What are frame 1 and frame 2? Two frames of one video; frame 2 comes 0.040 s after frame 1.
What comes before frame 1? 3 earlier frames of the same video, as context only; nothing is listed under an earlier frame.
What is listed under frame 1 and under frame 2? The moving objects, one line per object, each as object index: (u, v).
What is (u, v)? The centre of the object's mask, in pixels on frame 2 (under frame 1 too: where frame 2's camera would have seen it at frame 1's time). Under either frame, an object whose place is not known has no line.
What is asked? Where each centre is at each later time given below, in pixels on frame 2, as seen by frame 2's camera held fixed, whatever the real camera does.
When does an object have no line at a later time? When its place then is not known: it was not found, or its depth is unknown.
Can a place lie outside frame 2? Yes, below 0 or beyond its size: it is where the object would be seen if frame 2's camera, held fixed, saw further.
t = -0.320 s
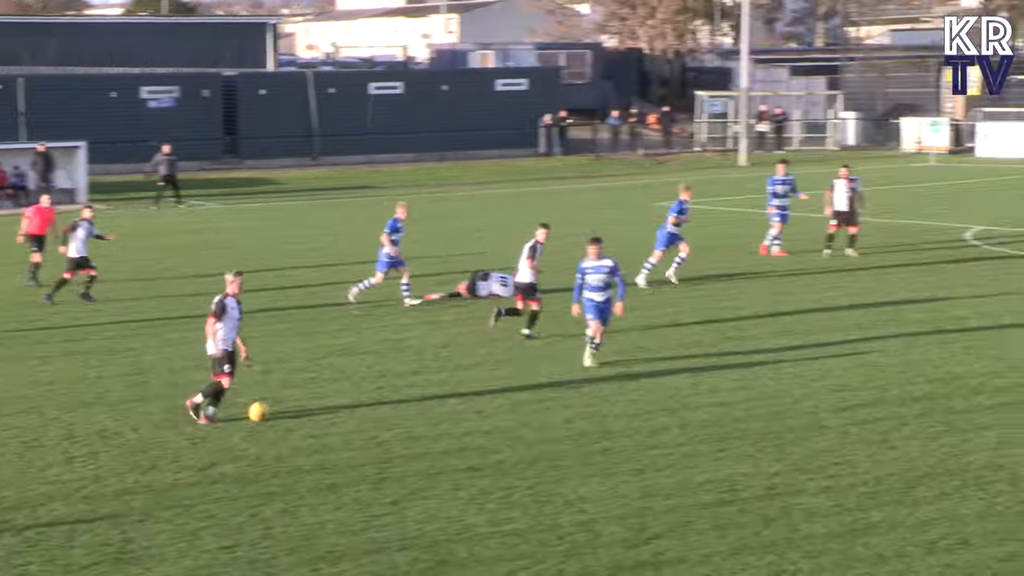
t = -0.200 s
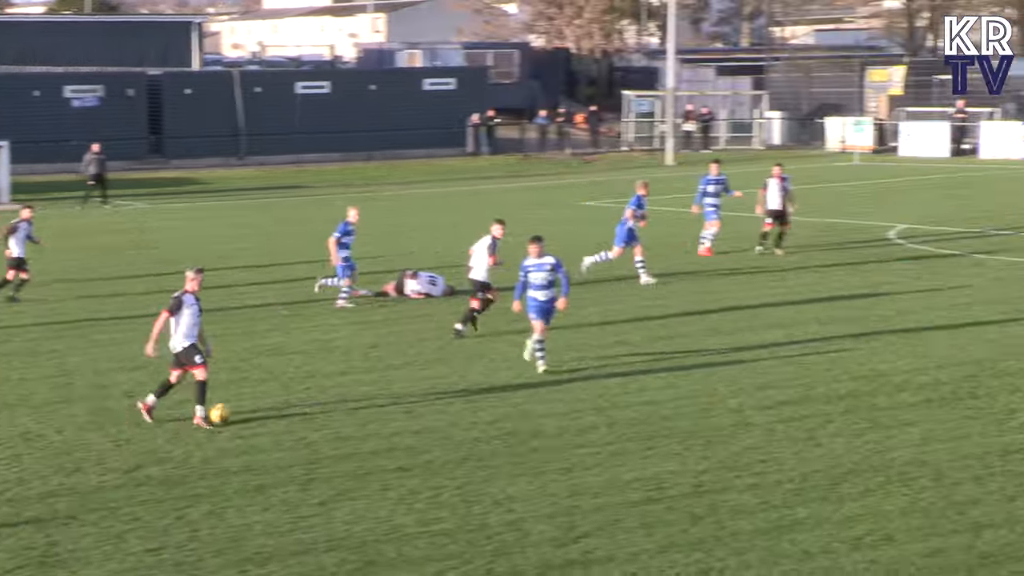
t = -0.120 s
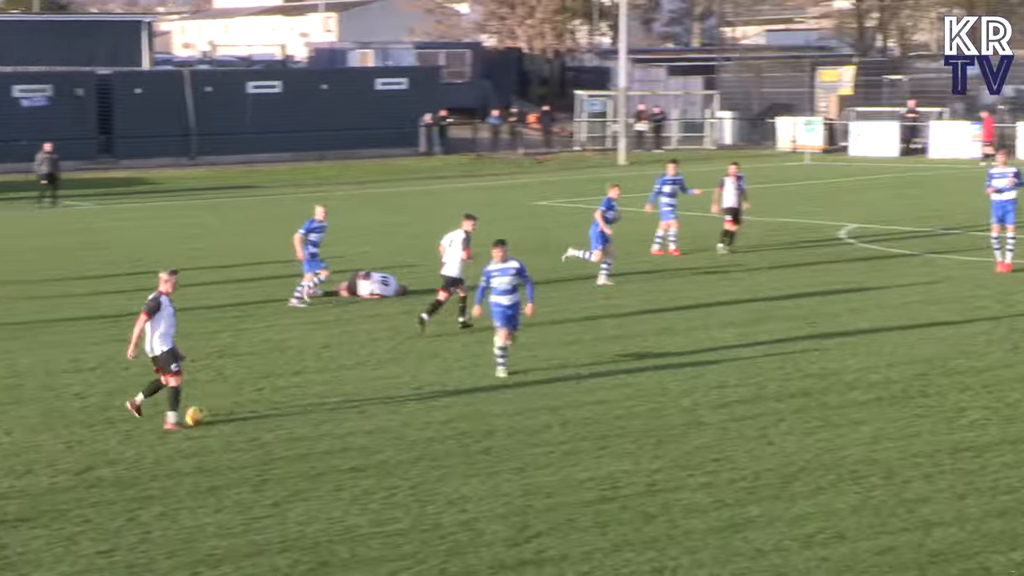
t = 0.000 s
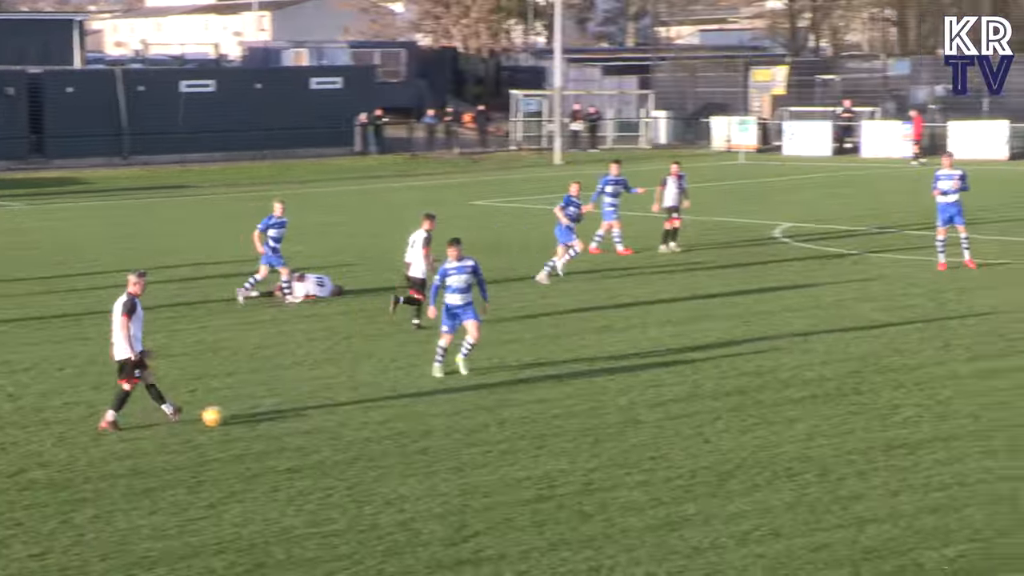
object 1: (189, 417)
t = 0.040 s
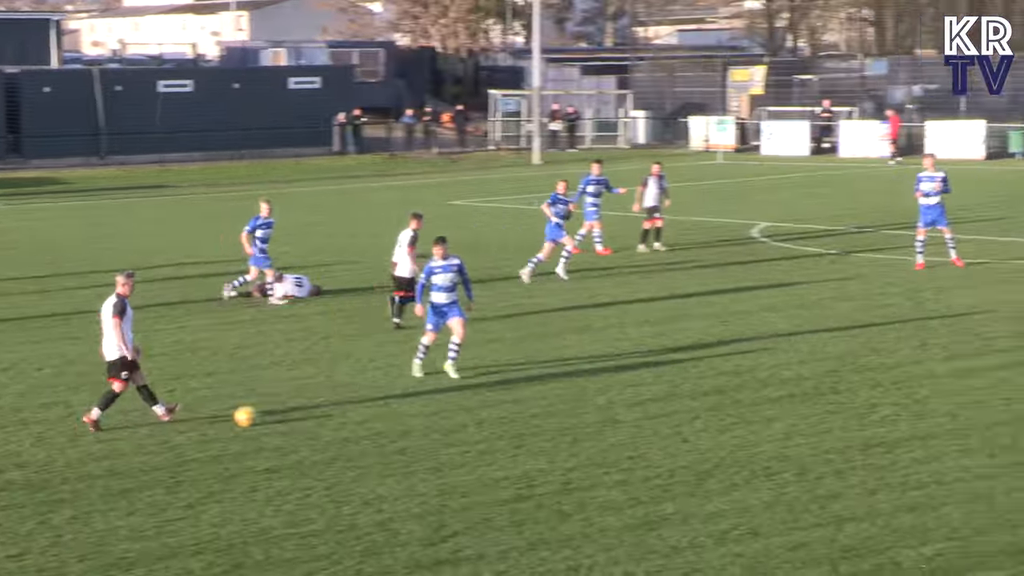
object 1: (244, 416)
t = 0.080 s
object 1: (298, 417)
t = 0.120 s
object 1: (350, 417)
